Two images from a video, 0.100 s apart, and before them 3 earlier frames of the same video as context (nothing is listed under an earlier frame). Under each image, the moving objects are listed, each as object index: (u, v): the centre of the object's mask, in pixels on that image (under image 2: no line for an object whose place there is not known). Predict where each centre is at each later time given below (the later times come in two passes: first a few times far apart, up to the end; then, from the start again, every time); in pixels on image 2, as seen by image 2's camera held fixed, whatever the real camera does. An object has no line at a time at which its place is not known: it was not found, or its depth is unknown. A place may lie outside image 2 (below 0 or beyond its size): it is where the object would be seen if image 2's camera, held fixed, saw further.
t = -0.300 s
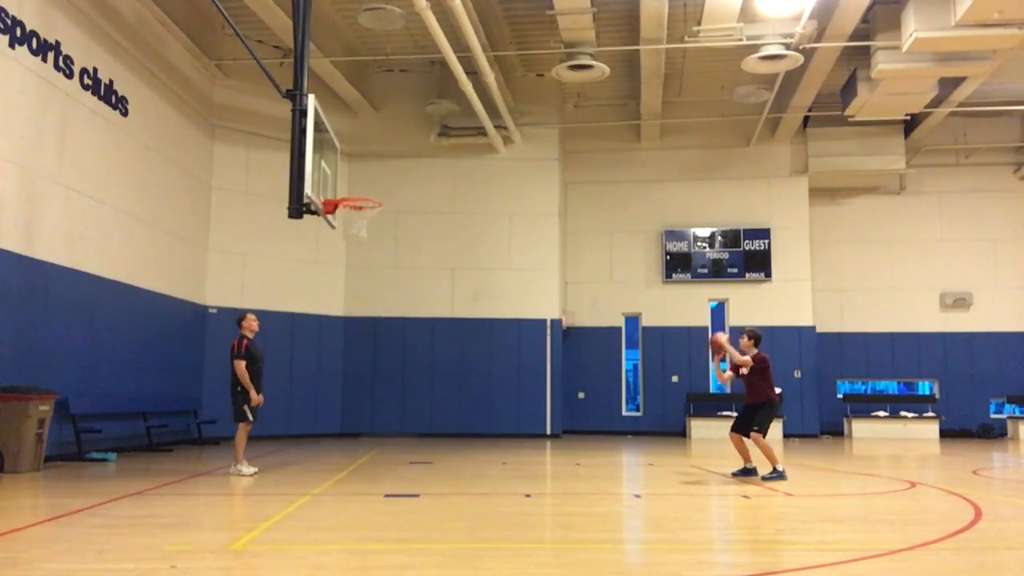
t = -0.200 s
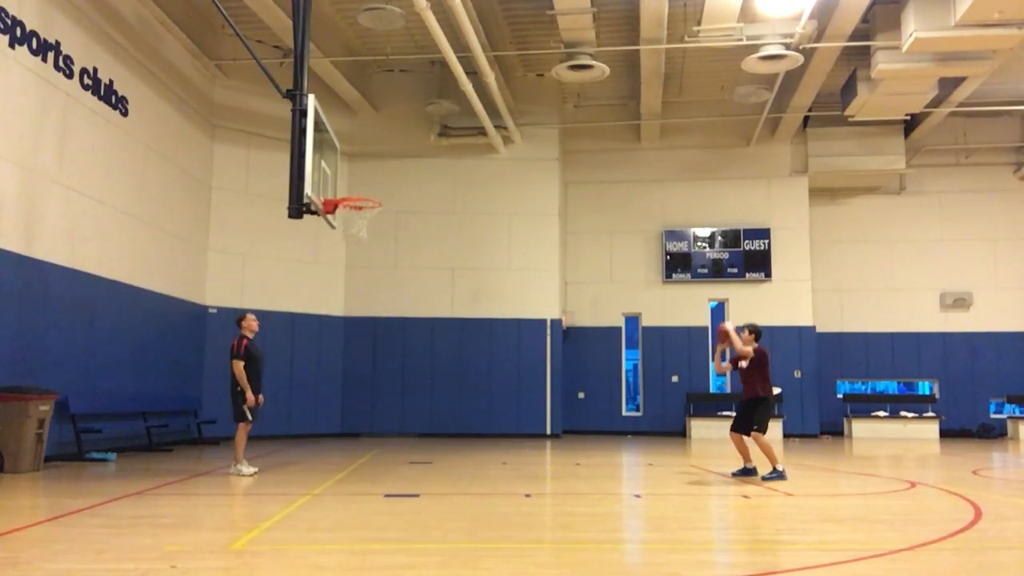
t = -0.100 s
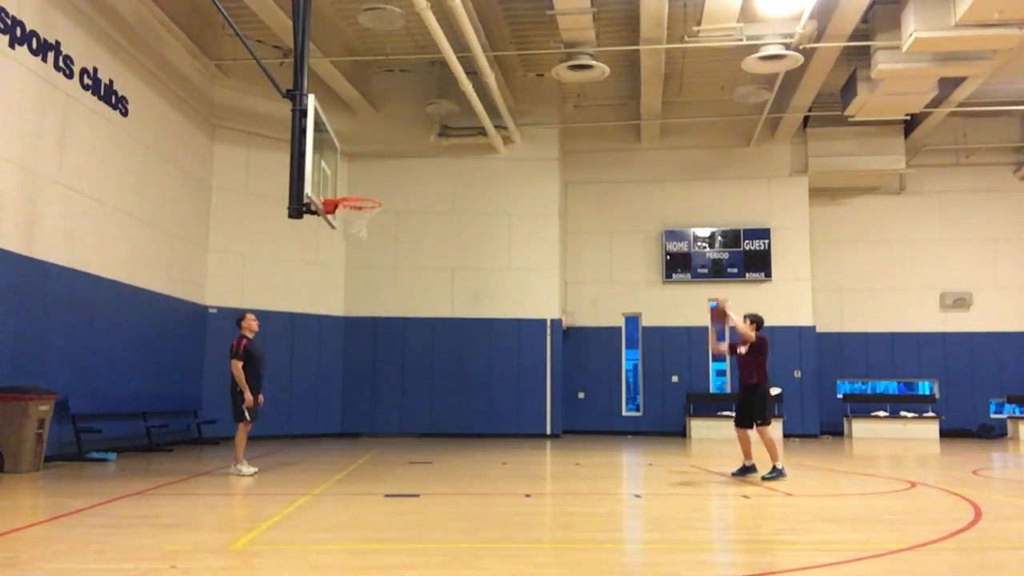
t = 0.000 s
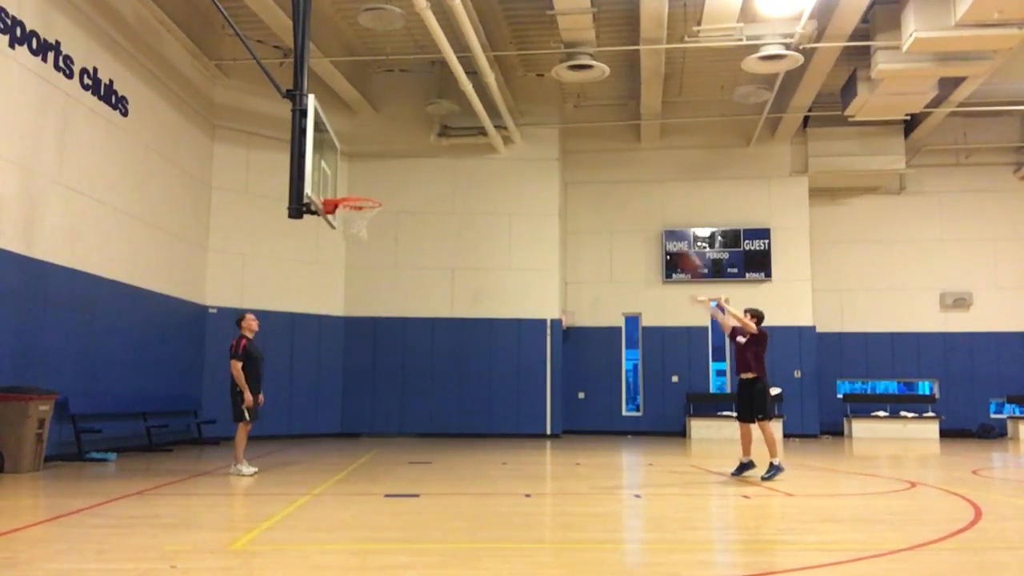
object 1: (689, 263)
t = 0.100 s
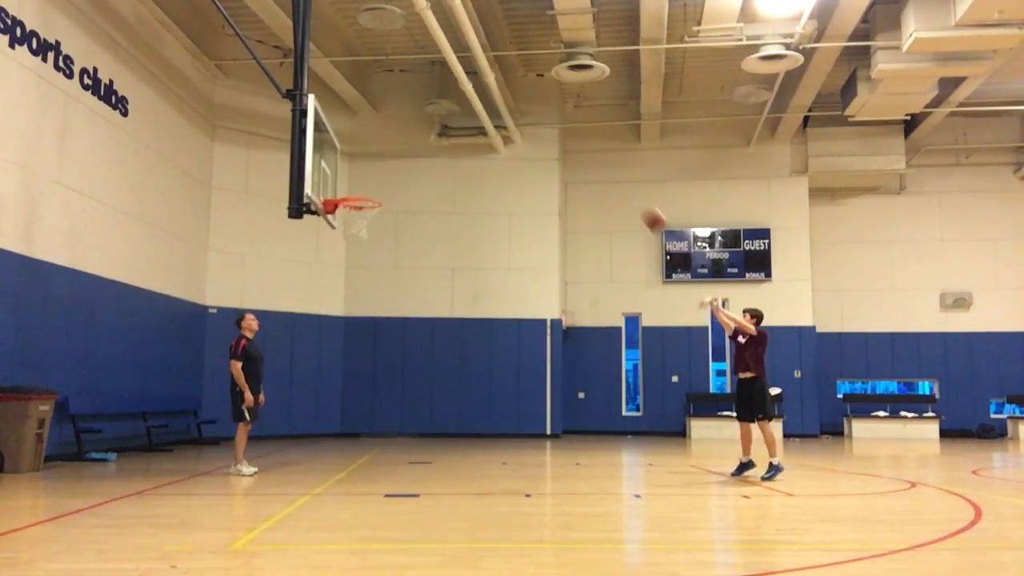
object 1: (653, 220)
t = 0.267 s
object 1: (598, 167)
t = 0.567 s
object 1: (495, 128)
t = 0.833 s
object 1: (407, 156)
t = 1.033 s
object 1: (347, 213)
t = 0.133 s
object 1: (642, 207)
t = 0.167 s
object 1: (632, 196)
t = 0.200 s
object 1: (620, 185)
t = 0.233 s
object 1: (609, 176)
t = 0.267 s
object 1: (598, 167)
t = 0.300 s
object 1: (586, 159)
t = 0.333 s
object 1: (575, 152)
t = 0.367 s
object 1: (565, 147)
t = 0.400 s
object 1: (552, 141)
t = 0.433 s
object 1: (542, 137)
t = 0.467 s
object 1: (531, 134)
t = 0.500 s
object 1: (519, 131)
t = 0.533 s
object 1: (510, 131)
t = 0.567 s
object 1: (495, 128)
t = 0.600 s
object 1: (487, 129)
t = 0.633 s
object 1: (475, 130)
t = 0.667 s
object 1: (465, 132)
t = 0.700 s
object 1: (452, 134)
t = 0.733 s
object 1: (442, 138)
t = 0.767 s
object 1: (429, 145)
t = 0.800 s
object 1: (420, 149)
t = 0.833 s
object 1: (407, 156)
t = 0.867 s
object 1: (396, 163)
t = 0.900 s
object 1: (386, 172)
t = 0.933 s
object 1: (375, 180)
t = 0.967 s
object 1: (364, 189)
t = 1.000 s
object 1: (354, 198)
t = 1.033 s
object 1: (347, 213)
